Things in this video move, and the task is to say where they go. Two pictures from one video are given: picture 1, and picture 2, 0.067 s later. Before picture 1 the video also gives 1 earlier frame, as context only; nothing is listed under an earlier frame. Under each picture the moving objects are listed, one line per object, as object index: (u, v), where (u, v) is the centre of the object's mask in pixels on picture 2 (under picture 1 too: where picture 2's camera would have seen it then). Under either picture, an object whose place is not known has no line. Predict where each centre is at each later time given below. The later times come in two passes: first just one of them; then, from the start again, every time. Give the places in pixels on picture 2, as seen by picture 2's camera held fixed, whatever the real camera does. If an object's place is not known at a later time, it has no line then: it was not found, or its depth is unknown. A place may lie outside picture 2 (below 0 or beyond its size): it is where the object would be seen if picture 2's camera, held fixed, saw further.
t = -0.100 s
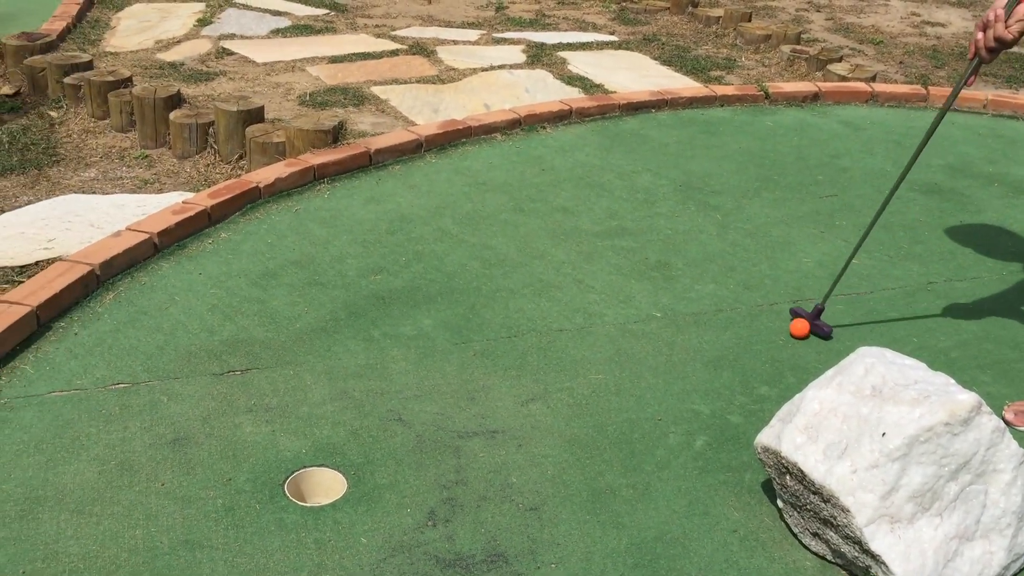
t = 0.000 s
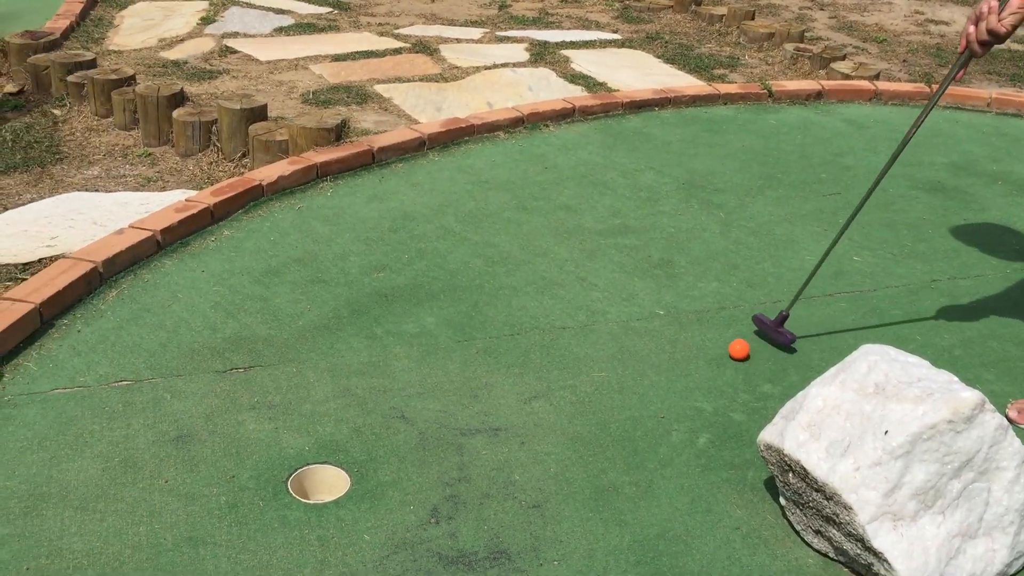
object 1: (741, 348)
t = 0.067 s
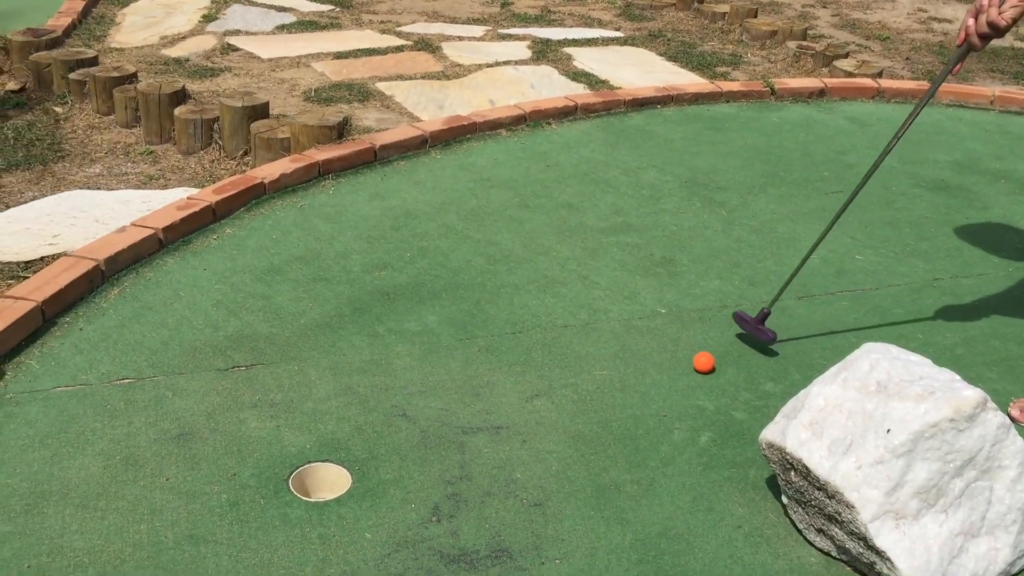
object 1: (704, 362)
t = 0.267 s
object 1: (582, 406)
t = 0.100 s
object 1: (685, 369)
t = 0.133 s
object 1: (665, 376)
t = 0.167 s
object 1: (645, 384)
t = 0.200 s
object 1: (625, 391)
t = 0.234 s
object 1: (603, 398)
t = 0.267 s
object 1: (582, 406)
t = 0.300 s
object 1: (560, 414)
